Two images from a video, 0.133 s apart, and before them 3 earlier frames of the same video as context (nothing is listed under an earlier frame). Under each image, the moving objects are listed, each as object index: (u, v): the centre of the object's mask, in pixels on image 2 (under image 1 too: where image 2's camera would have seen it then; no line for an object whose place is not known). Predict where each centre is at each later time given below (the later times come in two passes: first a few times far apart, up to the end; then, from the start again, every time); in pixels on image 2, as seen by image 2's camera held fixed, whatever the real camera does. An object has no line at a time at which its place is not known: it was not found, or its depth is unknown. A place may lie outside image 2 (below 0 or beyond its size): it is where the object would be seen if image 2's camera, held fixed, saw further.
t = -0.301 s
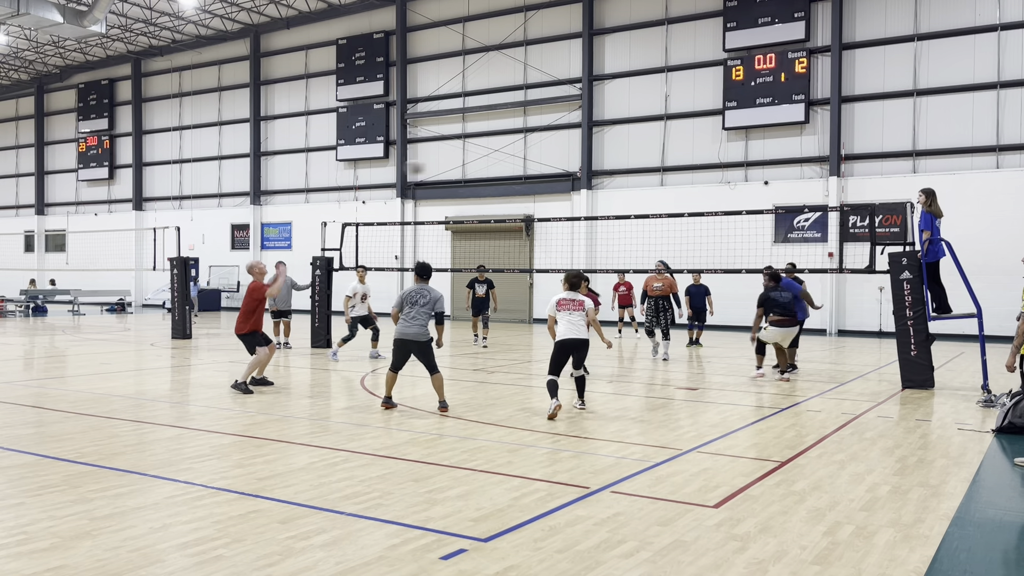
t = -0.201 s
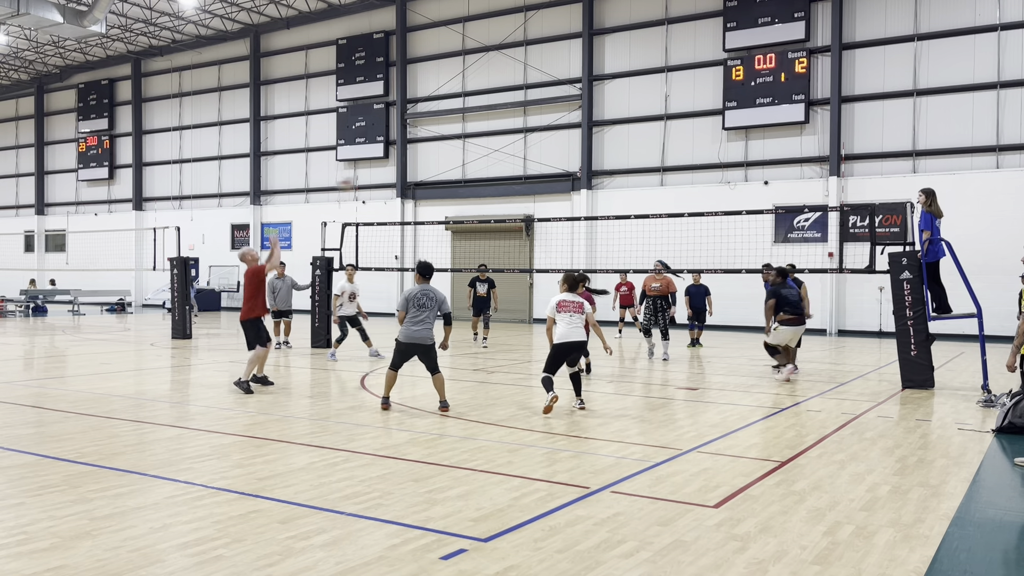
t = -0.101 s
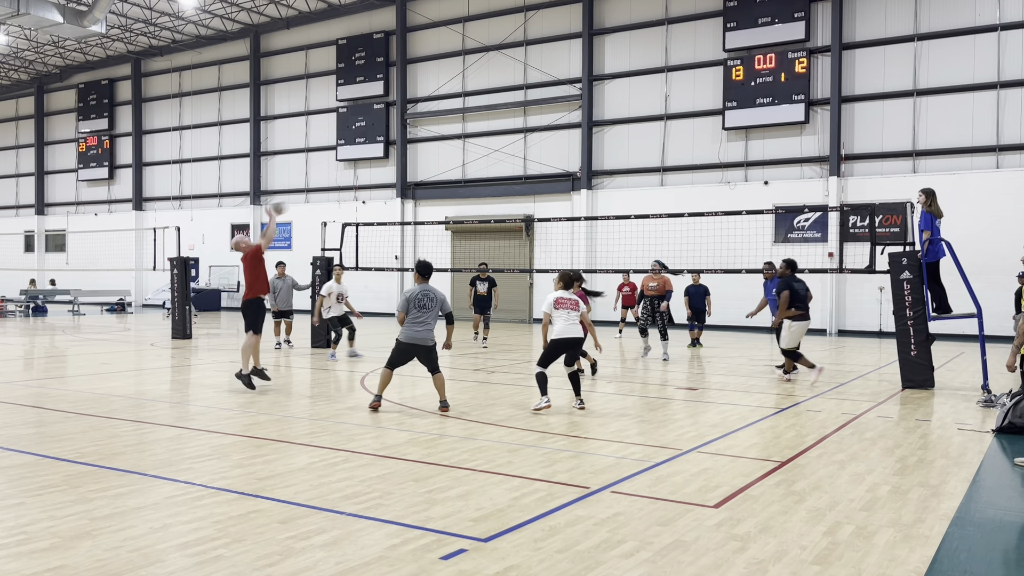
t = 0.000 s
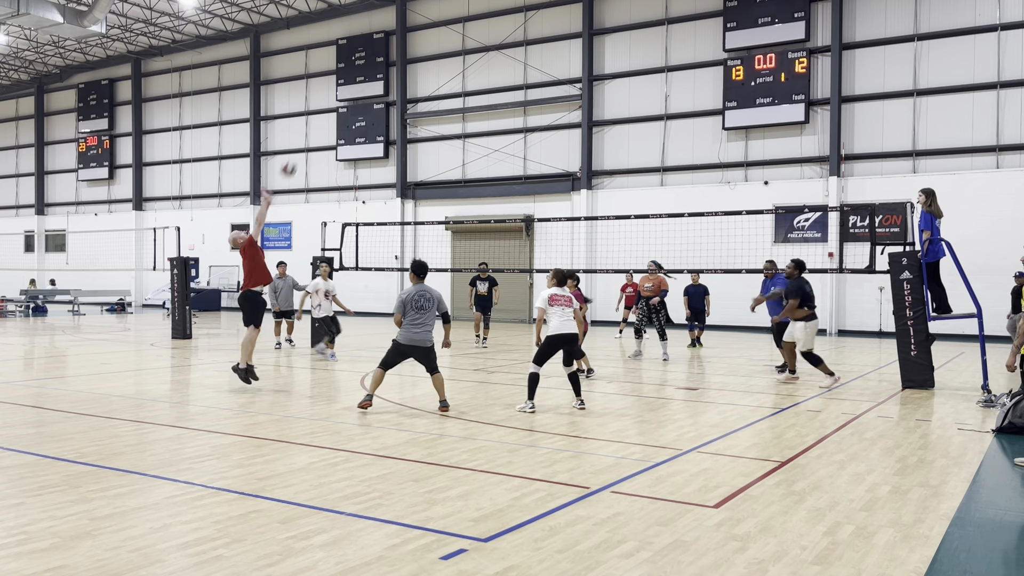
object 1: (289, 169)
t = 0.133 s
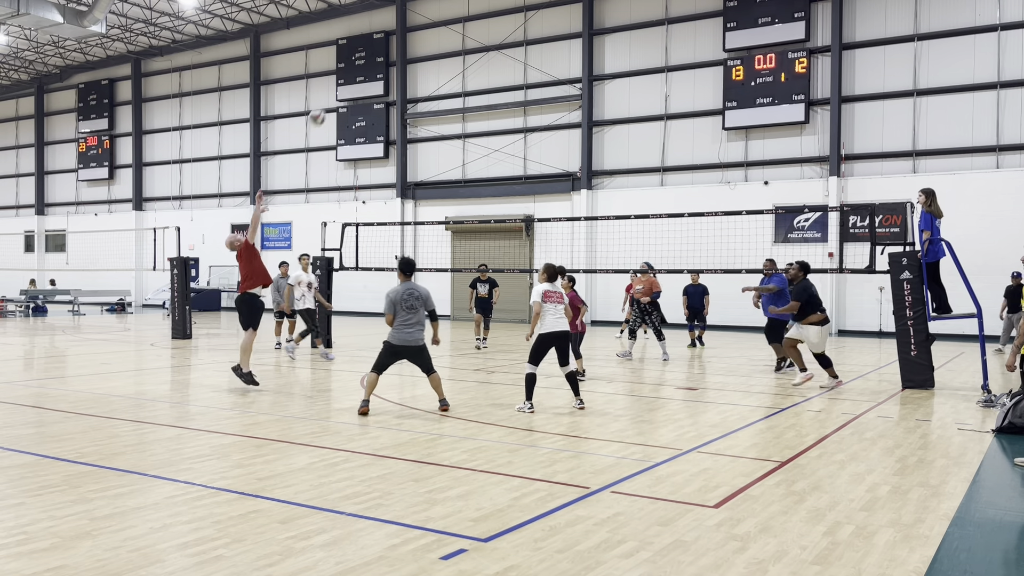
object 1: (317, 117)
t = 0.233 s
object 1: (338, 89)
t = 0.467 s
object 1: (383, 55)
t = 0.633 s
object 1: (414, 55)
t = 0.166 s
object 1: (324, 107)
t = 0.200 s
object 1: (331, 98)
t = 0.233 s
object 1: (338, 89)
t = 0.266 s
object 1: (345, 80)
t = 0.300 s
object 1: (351, 75)
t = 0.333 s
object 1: (358, 69)
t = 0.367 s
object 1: (364, 64)
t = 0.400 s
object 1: (370, 60)
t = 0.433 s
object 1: (377, 57)
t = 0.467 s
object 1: (383, 55)
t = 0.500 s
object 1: (389, 53)
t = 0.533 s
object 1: (395, 52)
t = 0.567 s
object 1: (401, 52)
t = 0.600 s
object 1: (407, 54)
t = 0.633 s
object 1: (414, 55)
